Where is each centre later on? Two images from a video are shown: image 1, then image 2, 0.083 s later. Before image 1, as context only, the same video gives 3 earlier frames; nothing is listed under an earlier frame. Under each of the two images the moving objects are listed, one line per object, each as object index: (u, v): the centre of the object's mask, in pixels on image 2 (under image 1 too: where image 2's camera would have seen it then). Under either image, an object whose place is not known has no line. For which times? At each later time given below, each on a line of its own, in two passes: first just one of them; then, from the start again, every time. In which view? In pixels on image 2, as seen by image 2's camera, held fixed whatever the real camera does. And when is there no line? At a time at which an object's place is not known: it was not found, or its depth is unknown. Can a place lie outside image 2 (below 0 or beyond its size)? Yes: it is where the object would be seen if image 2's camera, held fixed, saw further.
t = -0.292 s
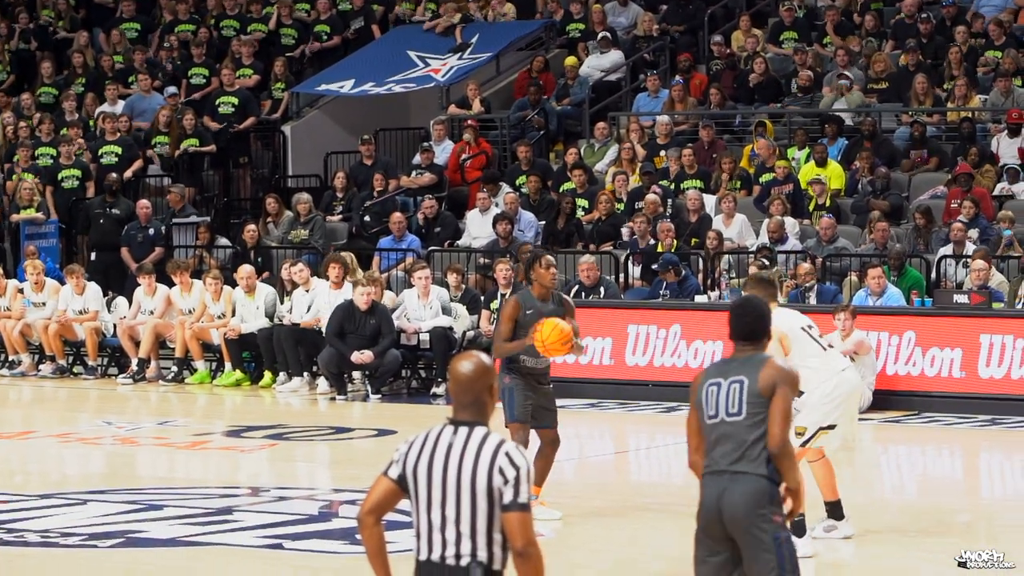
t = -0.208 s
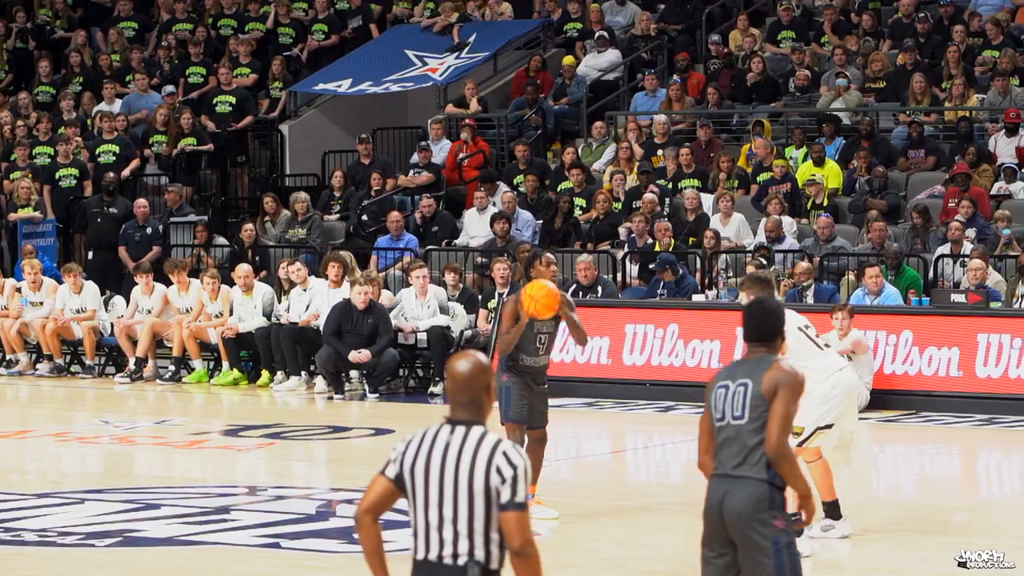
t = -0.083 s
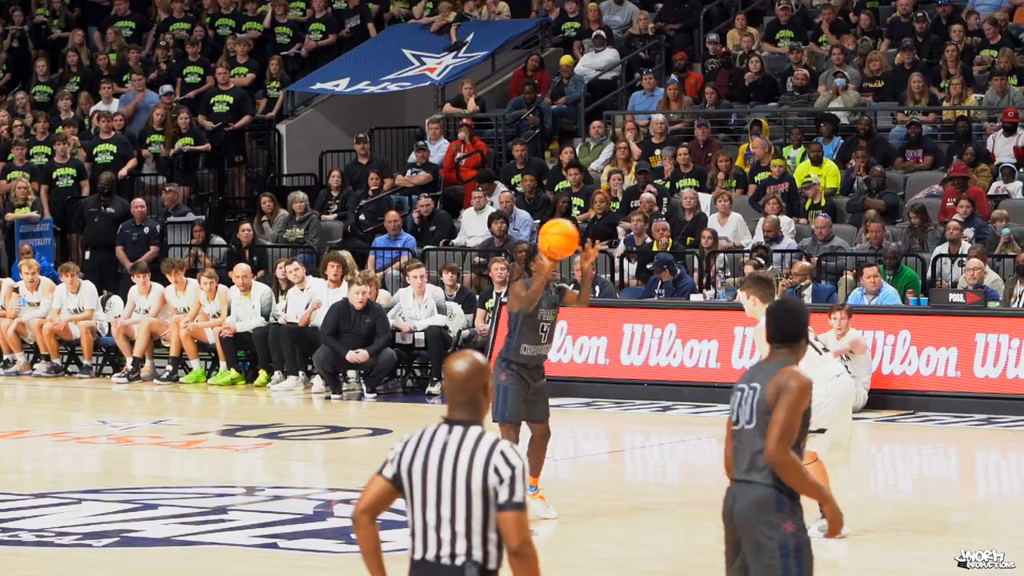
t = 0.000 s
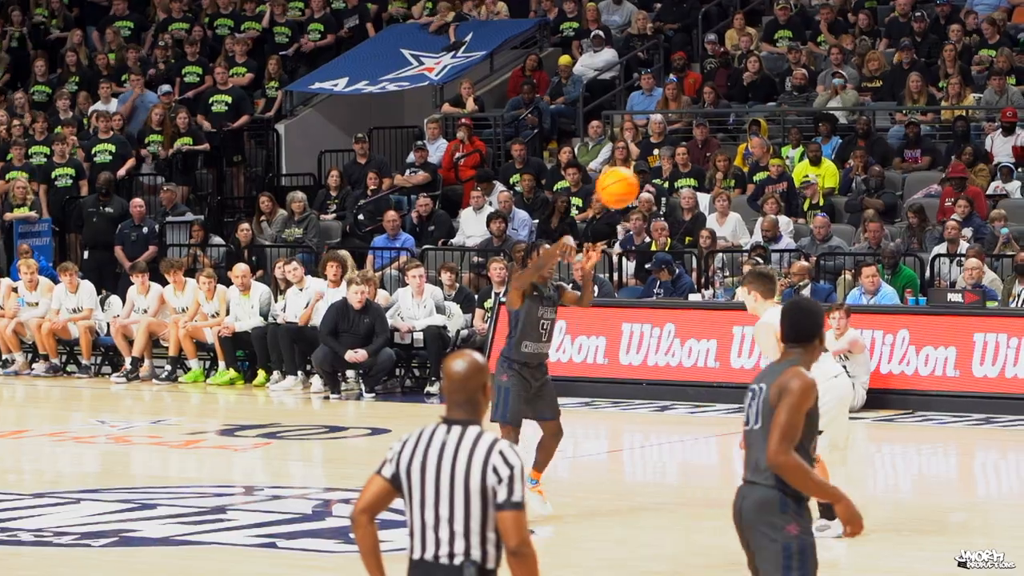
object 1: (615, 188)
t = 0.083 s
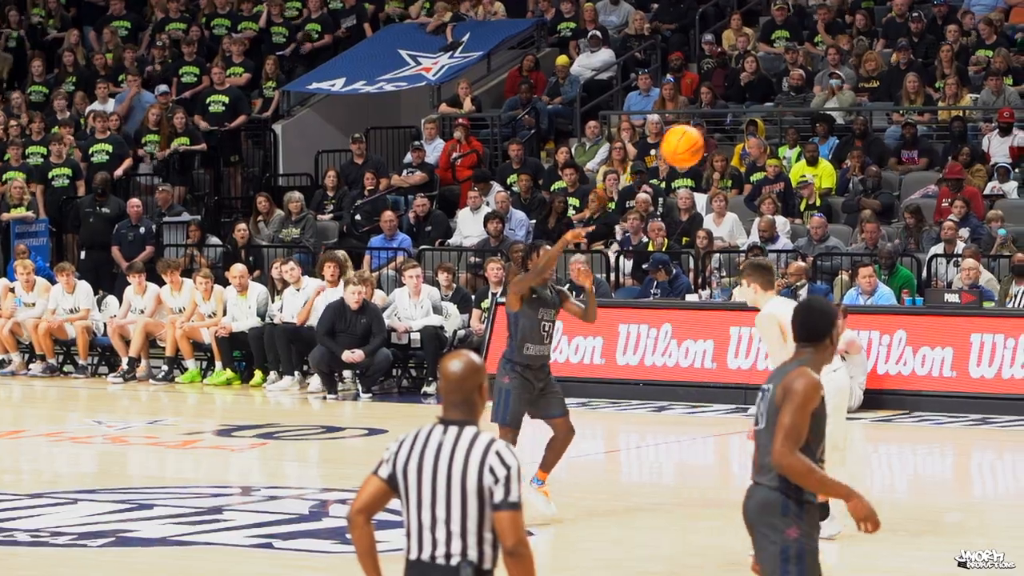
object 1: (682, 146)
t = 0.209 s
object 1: (790, 104)
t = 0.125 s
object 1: (717, 130)
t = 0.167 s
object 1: (753, 115)
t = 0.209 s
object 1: (790, 104)
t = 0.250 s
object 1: (827, 96)
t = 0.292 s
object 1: (867, 89)
